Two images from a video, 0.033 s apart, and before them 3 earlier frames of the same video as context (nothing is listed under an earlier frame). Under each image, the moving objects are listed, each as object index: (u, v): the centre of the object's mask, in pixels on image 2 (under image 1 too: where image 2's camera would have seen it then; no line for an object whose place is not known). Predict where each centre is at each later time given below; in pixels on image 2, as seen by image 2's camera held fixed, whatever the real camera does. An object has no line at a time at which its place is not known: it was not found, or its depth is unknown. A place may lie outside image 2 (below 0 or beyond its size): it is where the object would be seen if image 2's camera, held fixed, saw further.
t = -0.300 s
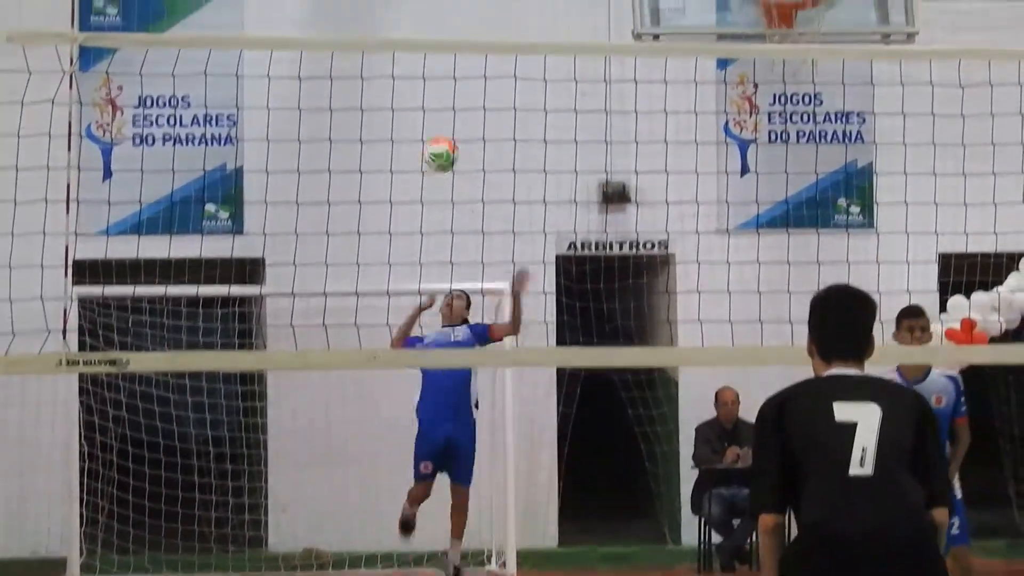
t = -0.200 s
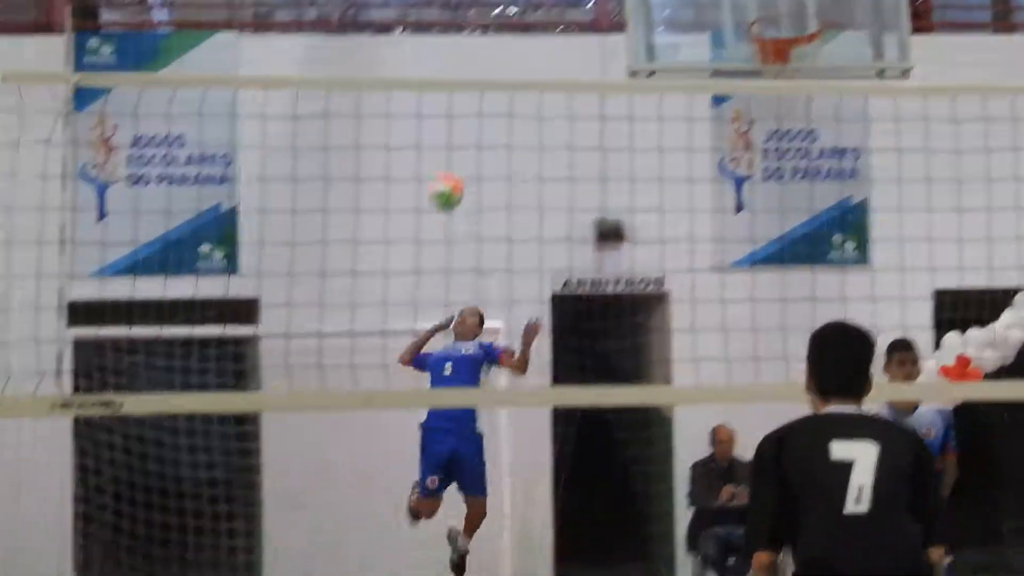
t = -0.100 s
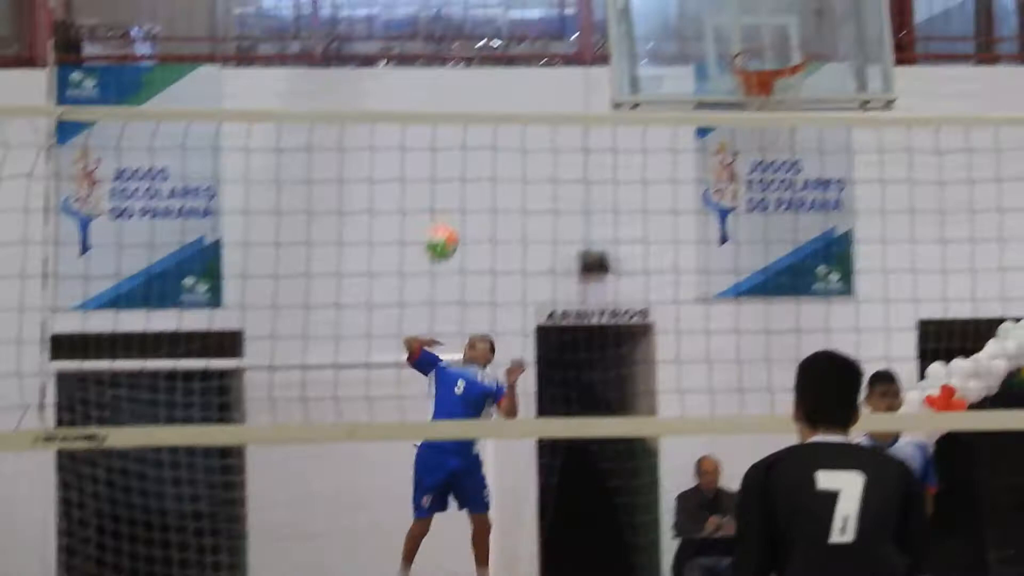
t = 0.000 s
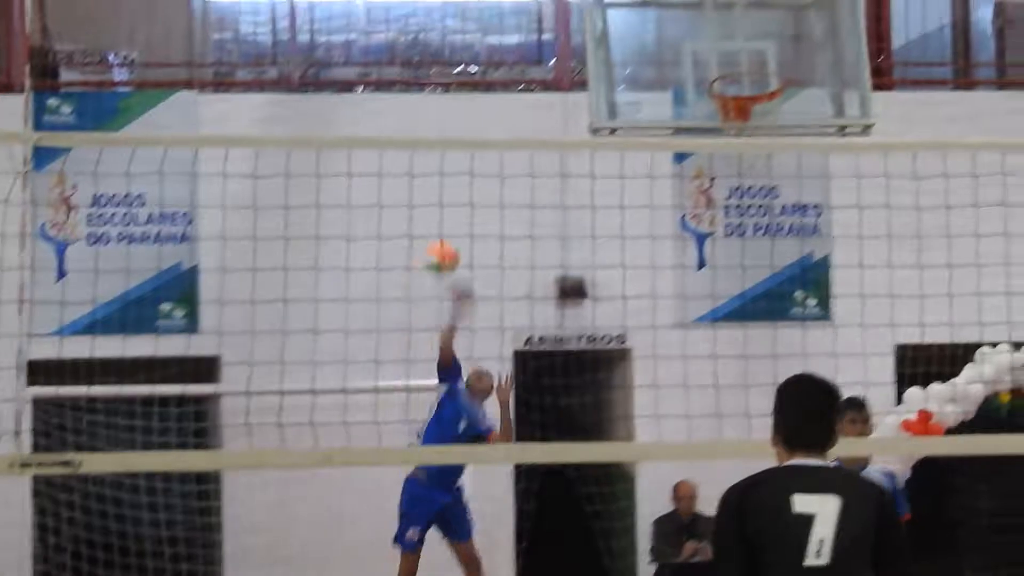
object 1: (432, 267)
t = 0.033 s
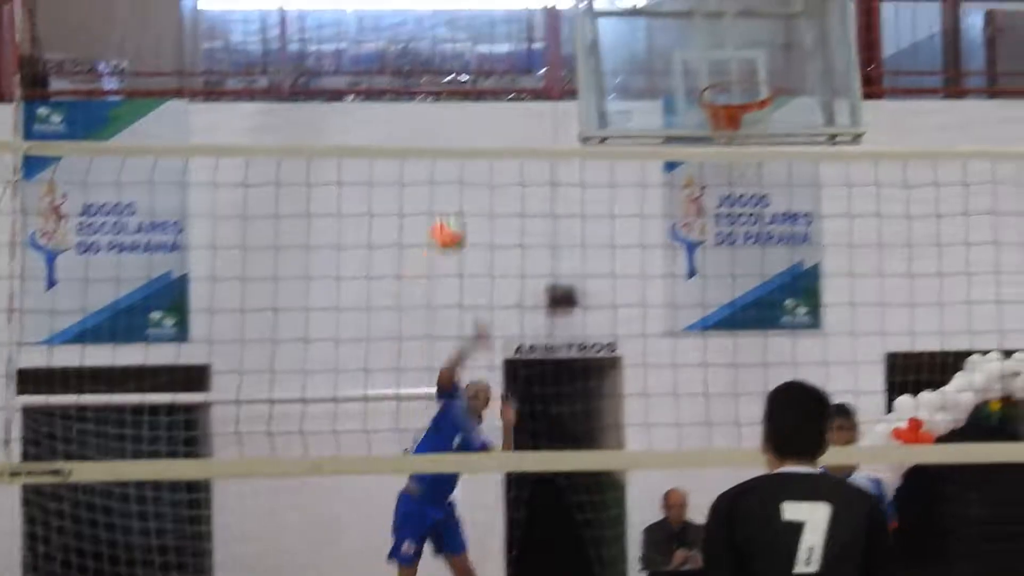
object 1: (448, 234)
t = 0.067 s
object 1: (465, 206)
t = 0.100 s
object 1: (484, 178)
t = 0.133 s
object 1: (503, 138)
